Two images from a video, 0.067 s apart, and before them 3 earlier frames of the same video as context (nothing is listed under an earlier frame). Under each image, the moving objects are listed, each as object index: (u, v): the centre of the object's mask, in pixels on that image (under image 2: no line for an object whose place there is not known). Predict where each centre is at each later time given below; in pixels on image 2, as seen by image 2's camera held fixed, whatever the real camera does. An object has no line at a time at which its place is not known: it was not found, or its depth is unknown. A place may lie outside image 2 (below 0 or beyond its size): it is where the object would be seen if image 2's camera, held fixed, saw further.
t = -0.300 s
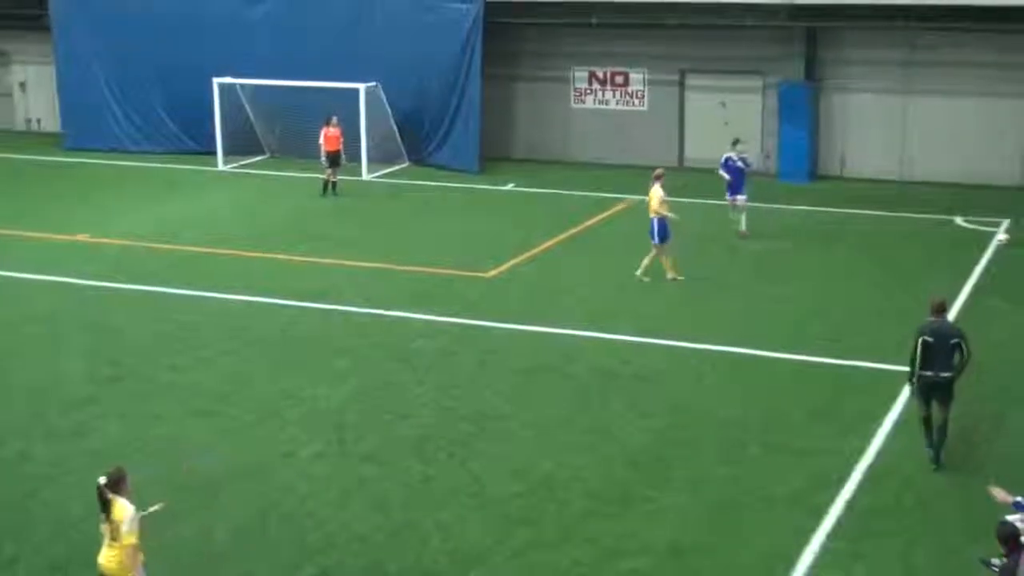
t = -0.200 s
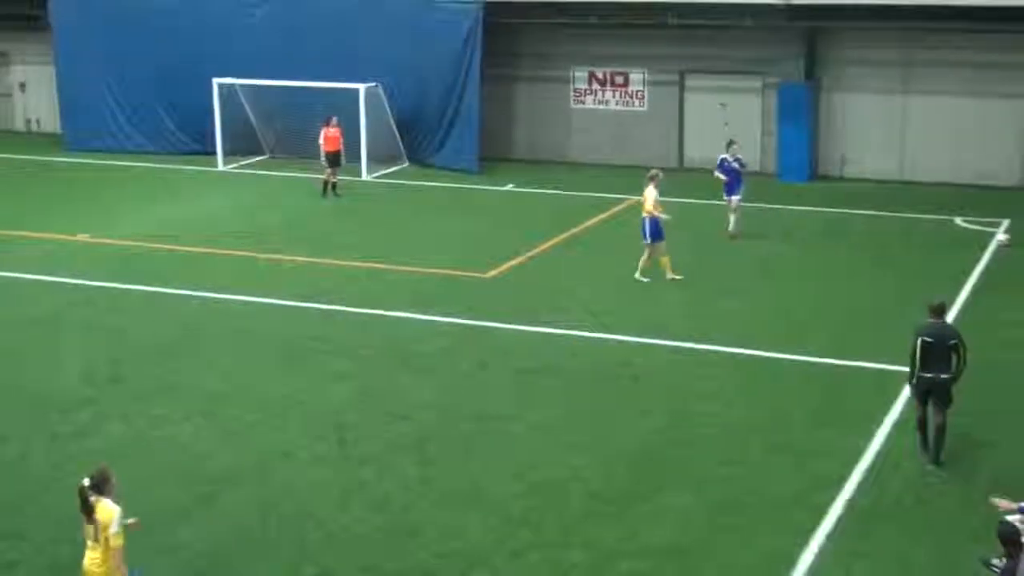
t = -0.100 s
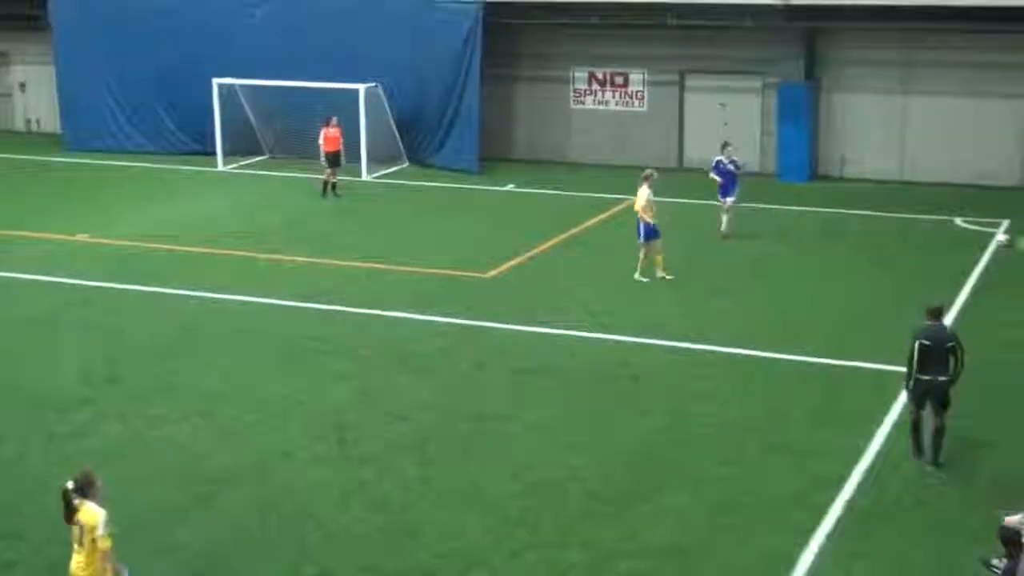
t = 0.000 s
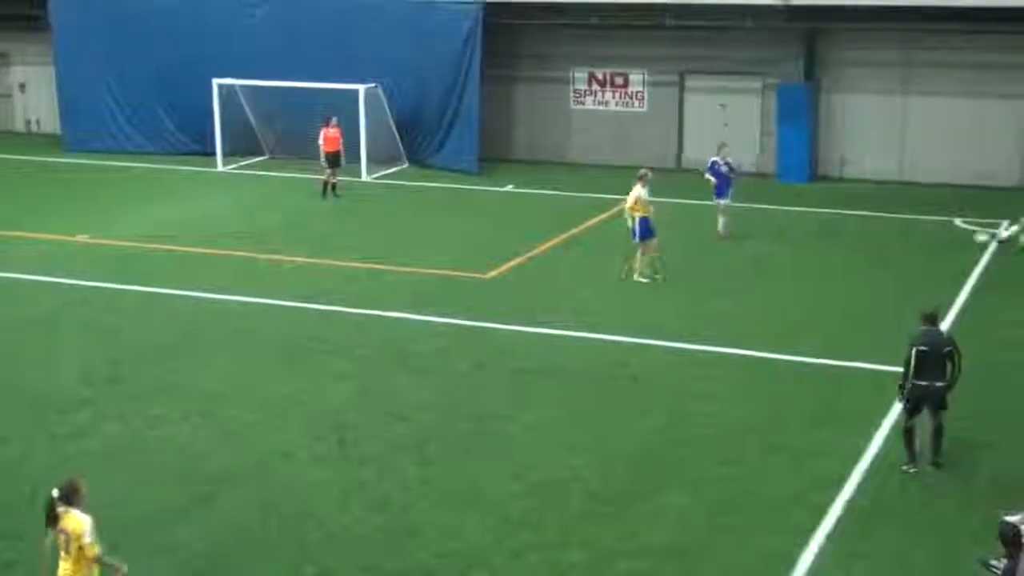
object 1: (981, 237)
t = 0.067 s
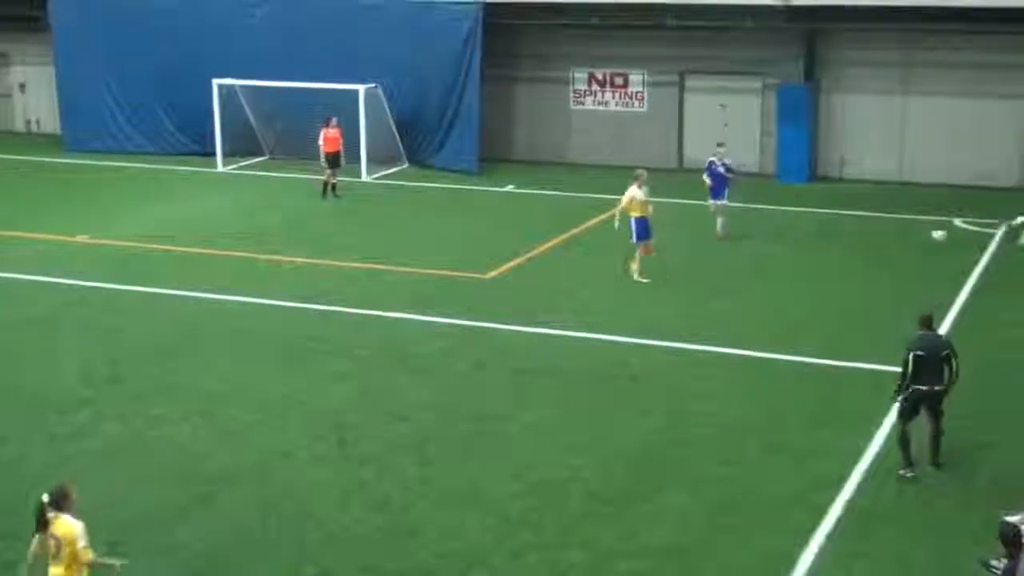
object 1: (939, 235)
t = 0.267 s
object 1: (784, 254)
